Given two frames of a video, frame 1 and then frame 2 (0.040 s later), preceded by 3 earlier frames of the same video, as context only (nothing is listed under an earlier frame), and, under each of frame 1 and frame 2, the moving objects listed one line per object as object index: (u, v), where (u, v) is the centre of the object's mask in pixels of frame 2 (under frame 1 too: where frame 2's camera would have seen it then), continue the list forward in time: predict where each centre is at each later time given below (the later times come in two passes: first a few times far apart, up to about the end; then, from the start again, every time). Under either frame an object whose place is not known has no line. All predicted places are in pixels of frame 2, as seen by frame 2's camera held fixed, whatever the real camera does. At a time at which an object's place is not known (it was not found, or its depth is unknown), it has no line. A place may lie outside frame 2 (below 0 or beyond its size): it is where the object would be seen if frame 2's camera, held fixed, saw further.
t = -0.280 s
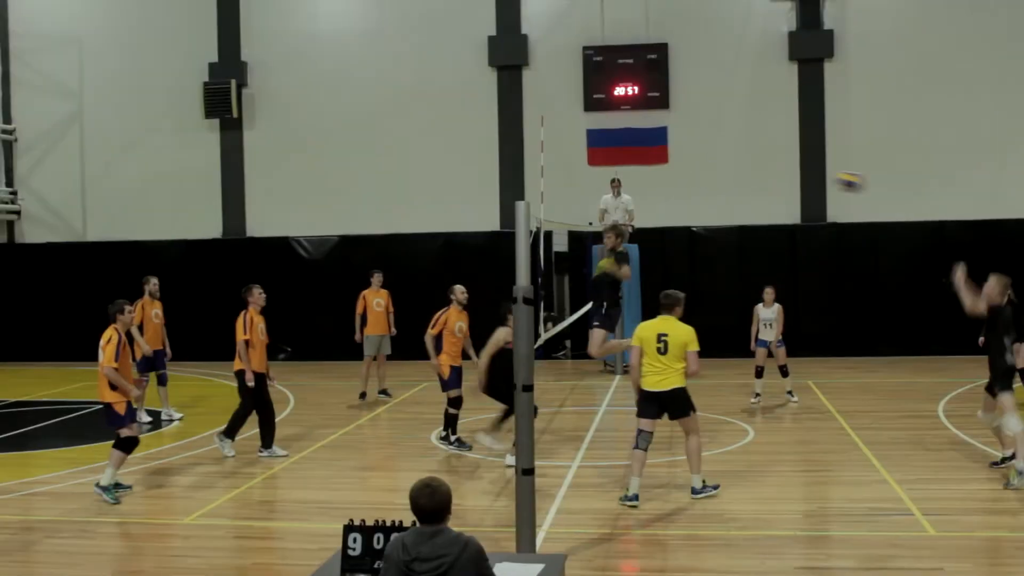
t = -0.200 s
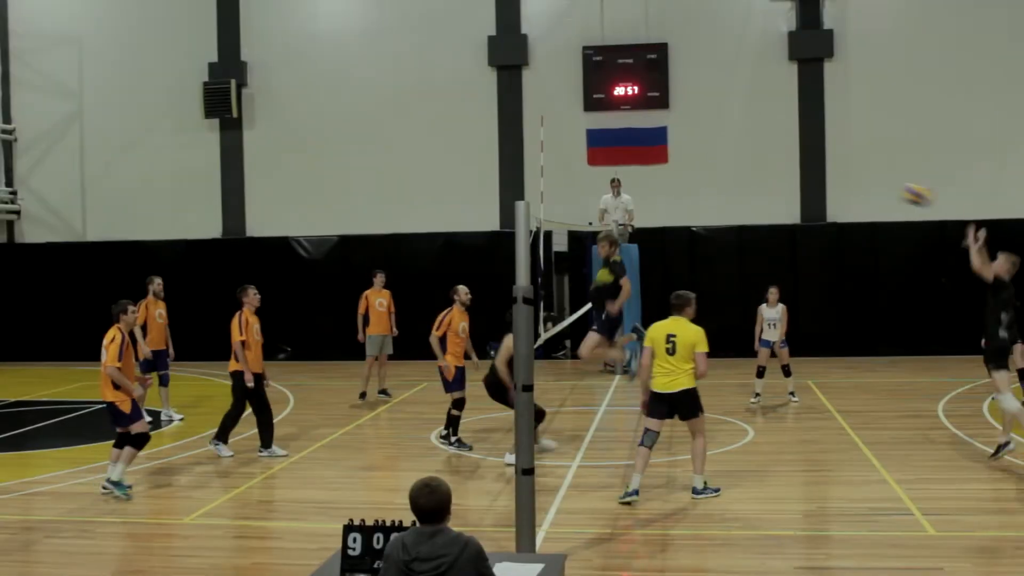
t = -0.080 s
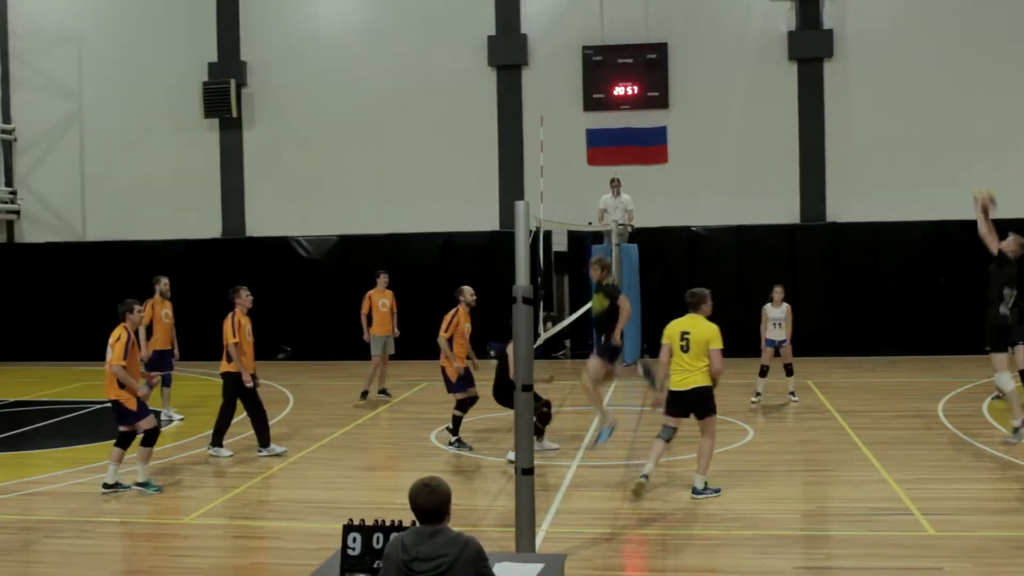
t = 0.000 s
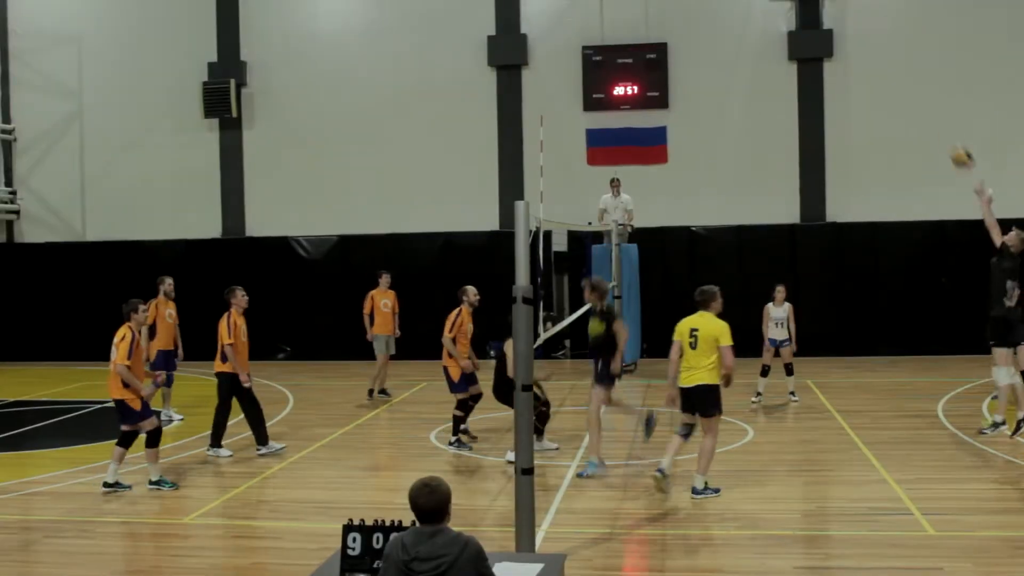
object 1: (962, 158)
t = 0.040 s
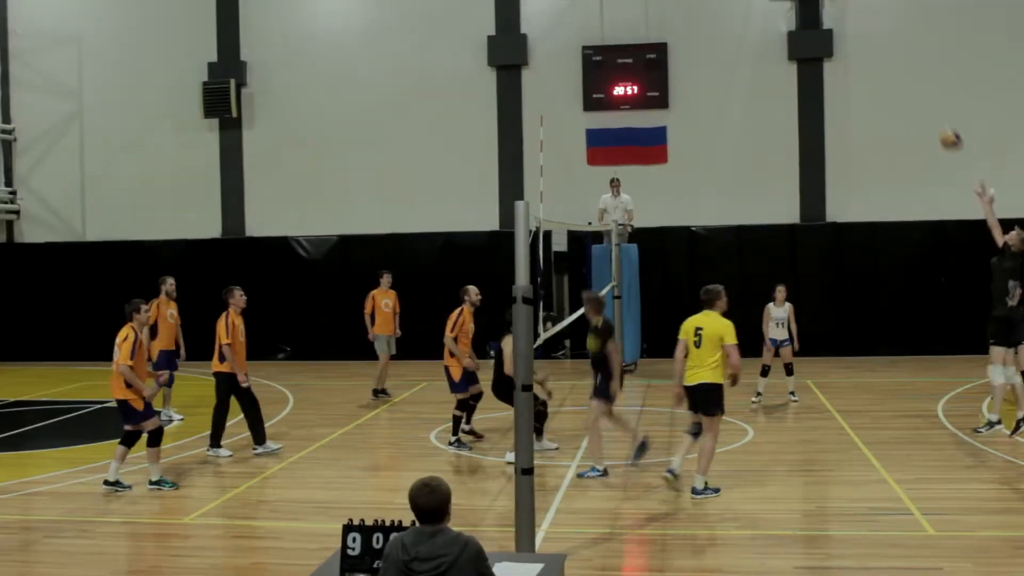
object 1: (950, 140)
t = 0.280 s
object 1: (891, 72)
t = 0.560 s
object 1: (836, 68)
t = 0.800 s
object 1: (798, 115)
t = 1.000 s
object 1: (771, 183)
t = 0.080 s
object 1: (939, 123)
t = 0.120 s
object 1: (931, 110)
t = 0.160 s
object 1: (920, 97)
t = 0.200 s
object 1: (910, 87)
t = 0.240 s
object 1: (901, 78)
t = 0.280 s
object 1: (891, 72)
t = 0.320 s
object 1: (883, 68)
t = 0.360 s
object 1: (875, 65)
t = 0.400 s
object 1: (866, 63)
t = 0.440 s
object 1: (858, 62)
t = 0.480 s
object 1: (851, 63)
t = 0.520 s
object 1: (842, 65)
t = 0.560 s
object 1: (836, 68)
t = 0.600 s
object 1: (828, 74)
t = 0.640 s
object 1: (822, 79)
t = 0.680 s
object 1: (814, 86)
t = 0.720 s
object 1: (809, 95)
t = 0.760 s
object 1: (803, 105)
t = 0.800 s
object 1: (798, 115)
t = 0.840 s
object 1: (791, 128)
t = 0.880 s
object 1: (785, 140)
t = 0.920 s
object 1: (780, 154)
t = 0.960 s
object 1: (775, 169)
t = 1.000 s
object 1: (771, 183)
